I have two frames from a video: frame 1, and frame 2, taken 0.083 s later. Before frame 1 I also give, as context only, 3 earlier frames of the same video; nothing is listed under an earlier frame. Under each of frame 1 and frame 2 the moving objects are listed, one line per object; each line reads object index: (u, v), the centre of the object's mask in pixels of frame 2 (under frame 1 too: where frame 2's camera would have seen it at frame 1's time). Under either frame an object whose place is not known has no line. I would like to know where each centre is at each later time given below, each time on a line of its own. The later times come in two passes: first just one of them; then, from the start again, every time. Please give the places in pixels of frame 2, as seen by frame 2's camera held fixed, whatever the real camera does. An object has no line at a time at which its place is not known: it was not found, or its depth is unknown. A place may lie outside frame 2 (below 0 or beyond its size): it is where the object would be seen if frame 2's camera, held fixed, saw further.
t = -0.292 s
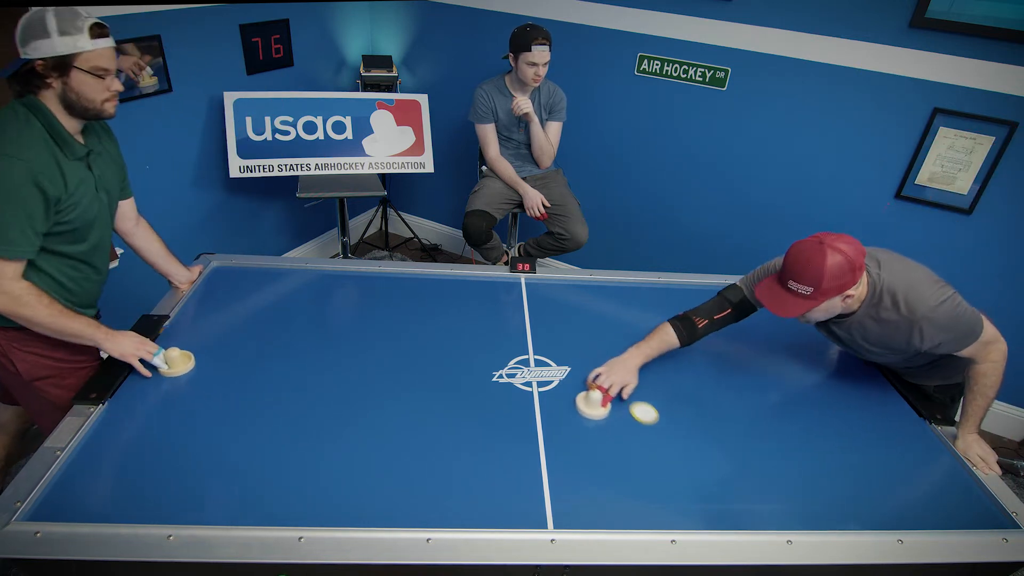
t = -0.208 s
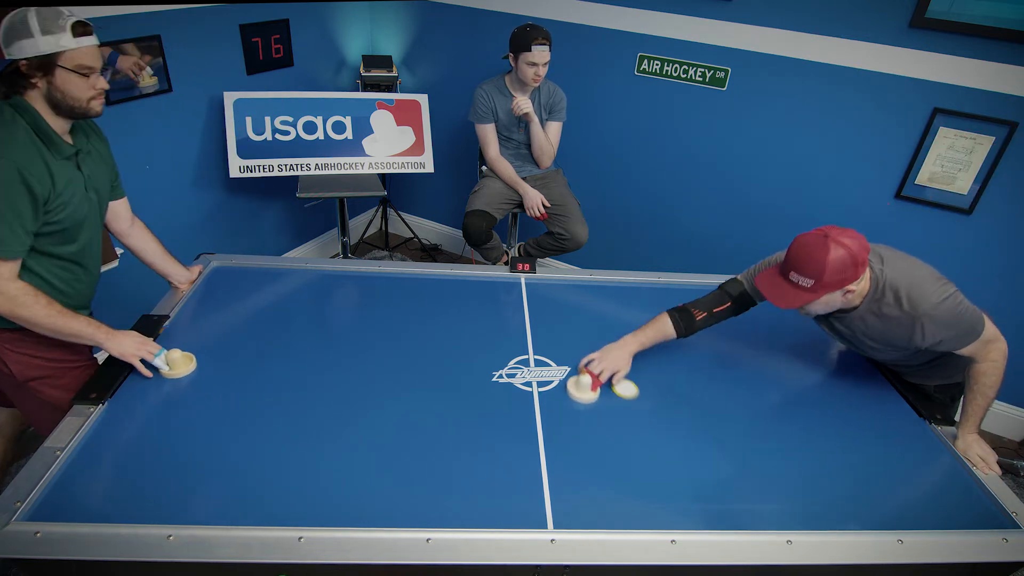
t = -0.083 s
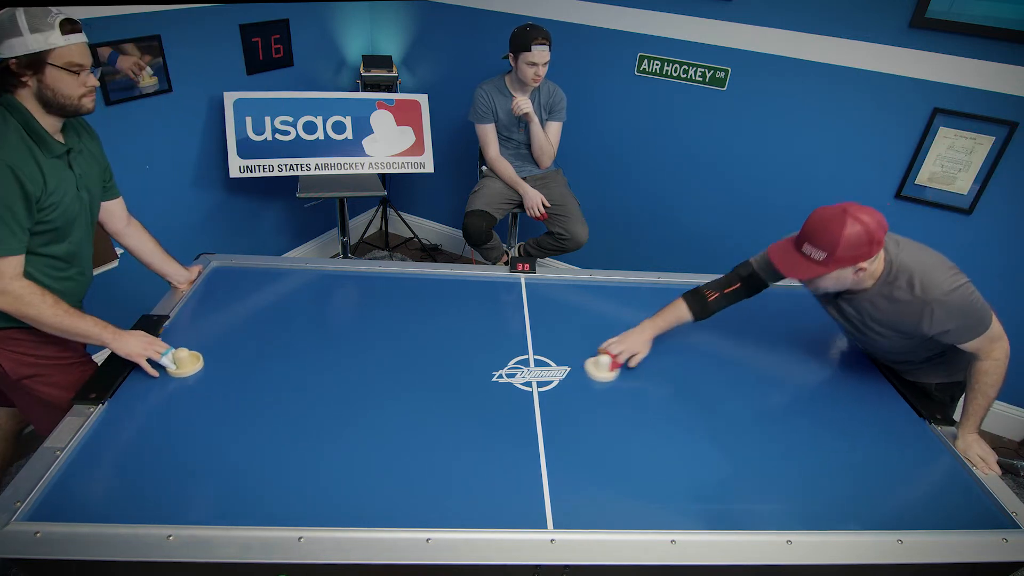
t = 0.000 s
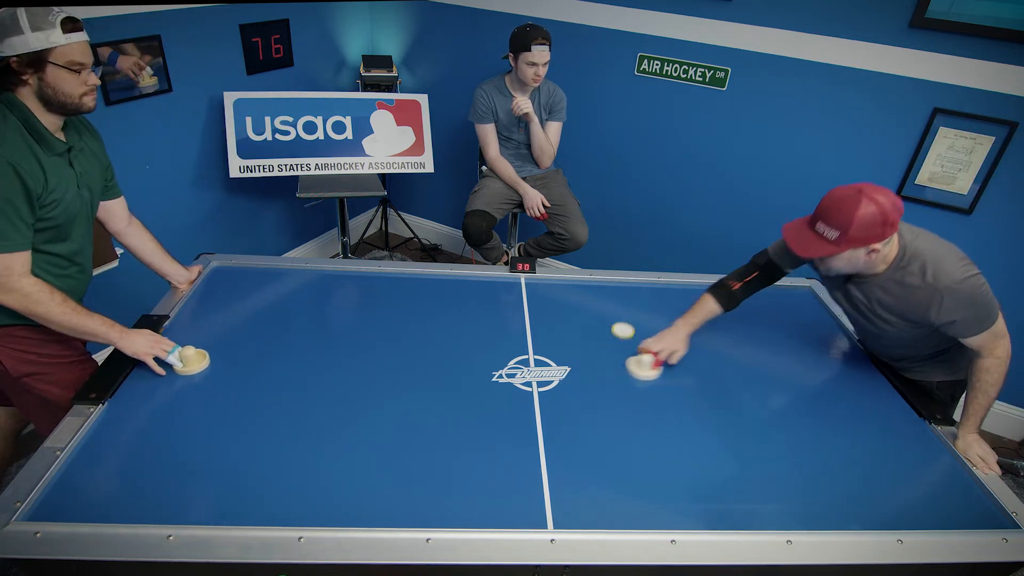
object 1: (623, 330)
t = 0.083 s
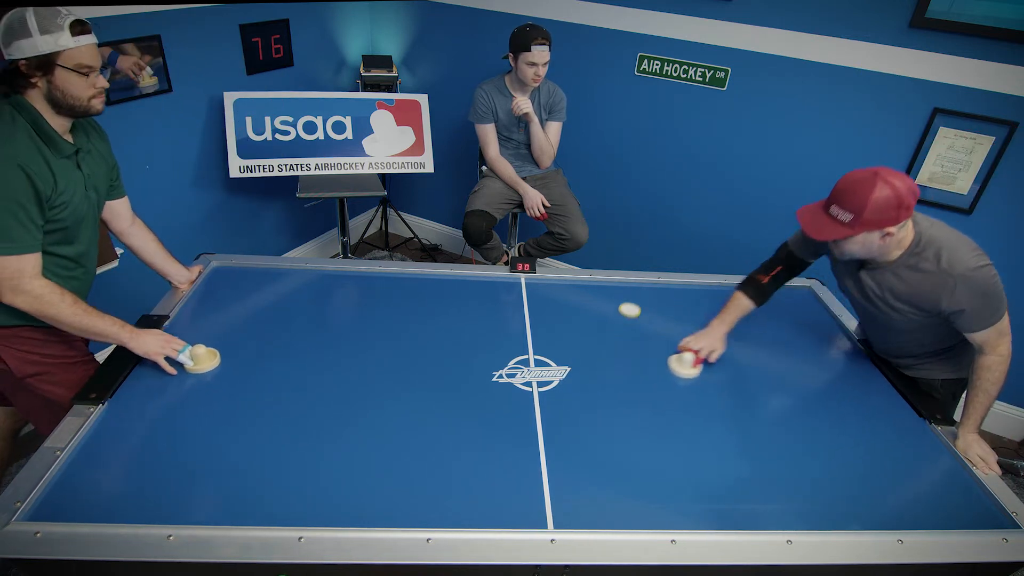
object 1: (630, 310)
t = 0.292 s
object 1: (664, 308)
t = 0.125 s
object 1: (633, 300)
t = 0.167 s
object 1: (635, 291)
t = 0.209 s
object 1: (642, 291)
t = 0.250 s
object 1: (653, 299)
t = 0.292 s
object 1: (664, 308)
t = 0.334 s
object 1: (676, 316)
